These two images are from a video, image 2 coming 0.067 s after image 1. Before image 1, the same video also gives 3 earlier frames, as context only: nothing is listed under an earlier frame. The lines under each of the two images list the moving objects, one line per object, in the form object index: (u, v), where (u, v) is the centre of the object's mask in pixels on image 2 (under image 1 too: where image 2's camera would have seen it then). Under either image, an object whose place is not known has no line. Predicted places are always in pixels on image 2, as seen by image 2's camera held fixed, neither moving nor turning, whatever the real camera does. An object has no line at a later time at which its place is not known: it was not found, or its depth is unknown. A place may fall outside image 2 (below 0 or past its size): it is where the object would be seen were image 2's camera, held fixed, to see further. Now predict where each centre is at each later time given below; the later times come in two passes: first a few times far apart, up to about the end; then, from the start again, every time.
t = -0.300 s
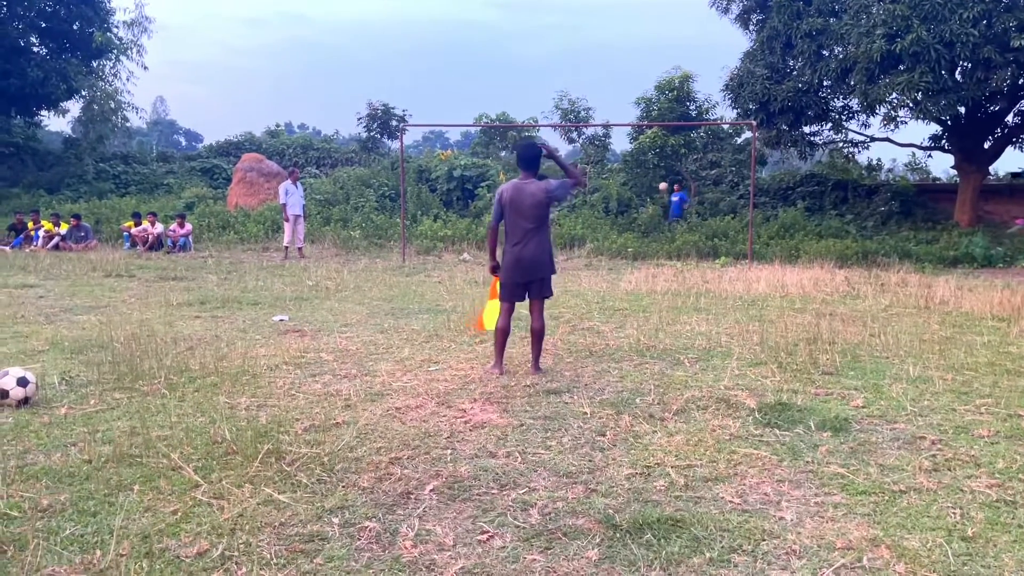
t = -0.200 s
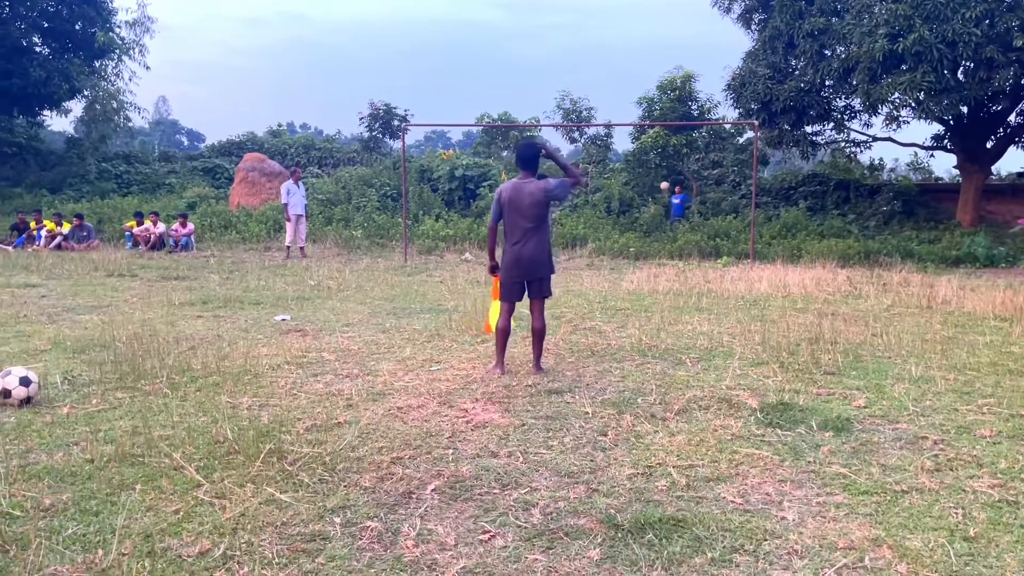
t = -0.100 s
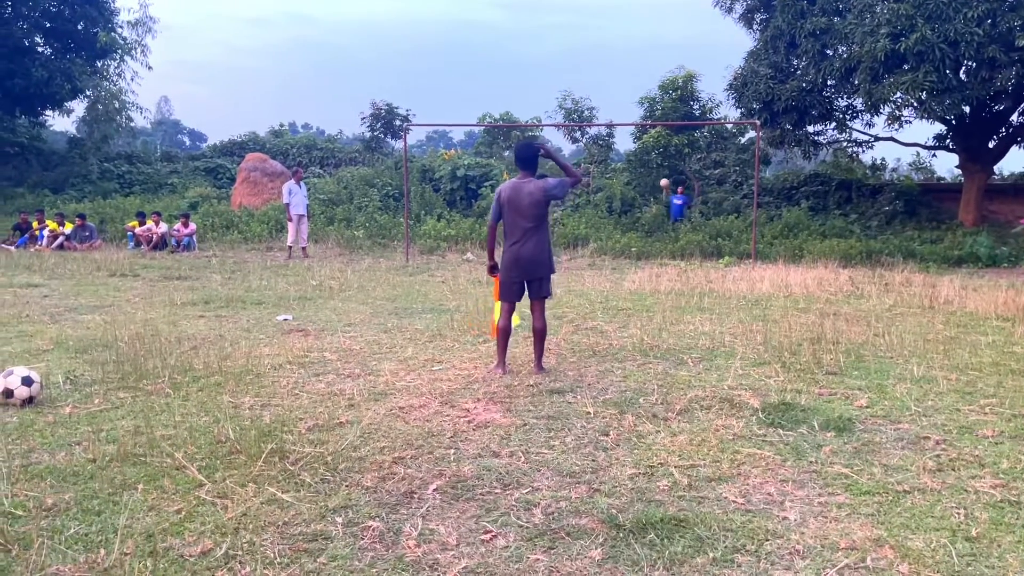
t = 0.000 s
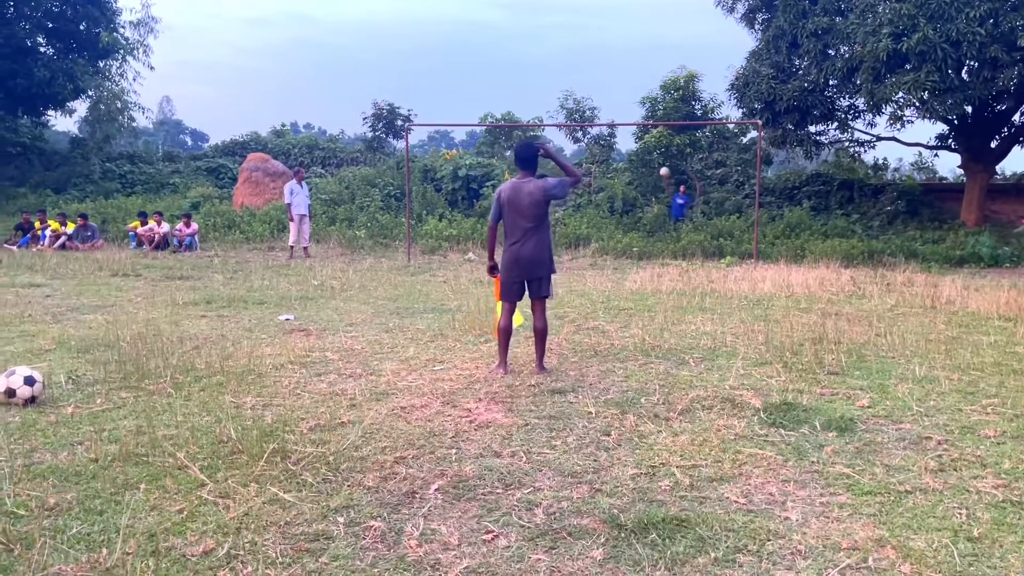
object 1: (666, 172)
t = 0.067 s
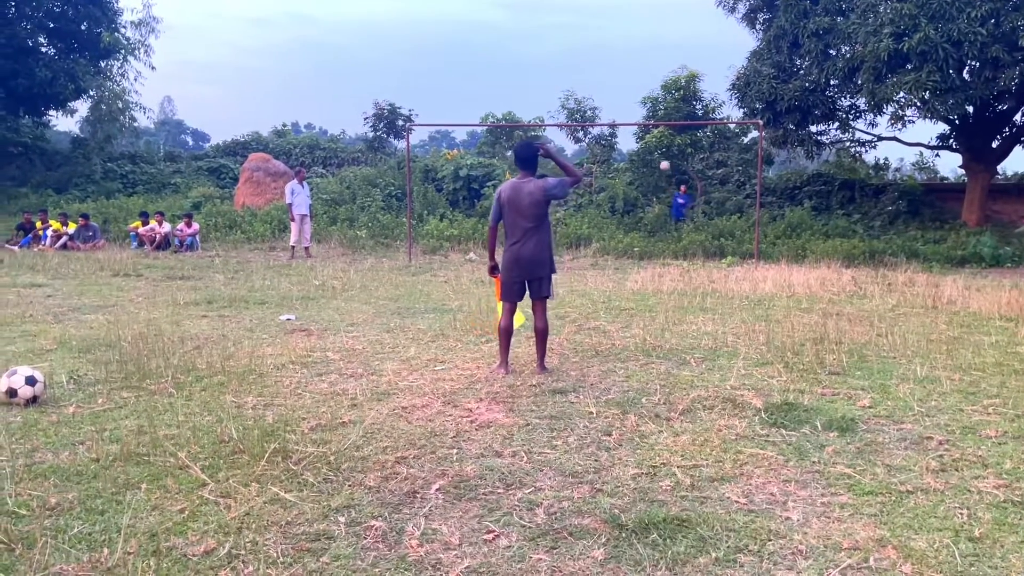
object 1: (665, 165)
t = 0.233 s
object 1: (664, 158)
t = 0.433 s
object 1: (662, 165)
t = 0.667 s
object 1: (660, 206)
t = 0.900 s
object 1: (658, 265)
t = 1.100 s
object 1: (658, 225)
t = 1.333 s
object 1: (657, 210)
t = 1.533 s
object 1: (654, 227)
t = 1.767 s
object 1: (650, 289)
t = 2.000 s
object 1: (642, 256)
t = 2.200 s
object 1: (635, 255)
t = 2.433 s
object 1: (624, 305)
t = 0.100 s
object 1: (665, 163)
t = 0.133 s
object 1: (665, 161)
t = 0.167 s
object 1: (664, 159)
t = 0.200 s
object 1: (664, 158)
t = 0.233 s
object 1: (664, 158)
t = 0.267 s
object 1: (664, 158)
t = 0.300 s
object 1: (664, 158)
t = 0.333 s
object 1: (663, 159)
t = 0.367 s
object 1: (663, 160)
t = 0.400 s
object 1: (662, 162)
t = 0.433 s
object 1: (662, 165)
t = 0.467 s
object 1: (662, 168)
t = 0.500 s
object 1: (662, 172)
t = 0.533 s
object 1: (661, 177)
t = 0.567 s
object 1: (661, 183)
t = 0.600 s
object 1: (661, 189)
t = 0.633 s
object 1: (660, 197)
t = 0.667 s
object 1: (660, 206)
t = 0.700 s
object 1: (660, 214)
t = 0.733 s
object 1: (659, 224)
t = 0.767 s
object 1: (659, 236)
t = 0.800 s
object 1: (659, 247)
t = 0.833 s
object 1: (659, 261)
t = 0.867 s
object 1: (658, 270)
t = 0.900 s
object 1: (658, 265)
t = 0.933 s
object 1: (658, 256)
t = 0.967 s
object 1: (658, 248)
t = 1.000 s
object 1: (658, 242)
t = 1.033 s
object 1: (658, 236)
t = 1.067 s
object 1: (658, 230)
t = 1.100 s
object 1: (658, 225)
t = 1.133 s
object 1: (658, 220)
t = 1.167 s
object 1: (658, 217)
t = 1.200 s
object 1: (658, 214)
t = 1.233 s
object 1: (658, 211)
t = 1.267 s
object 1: (657, 211)
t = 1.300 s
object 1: (657, 210)
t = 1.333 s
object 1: (657, 210)
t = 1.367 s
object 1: (656, 210)
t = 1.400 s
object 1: (656, 212)
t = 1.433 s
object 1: (656, 214)
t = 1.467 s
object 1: (655, 217)
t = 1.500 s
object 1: (654, 221)
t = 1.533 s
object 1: (654, 227)
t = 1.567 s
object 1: (653, 232)
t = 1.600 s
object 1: (652, 239)
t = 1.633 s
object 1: (652, 247)
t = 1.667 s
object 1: (650, 257)
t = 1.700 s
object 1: (649, 267)
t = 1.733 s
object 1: (649, 278)
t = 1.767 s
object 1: (650, 289)
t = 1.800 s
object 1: (649, 288)
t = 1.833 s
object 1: (648, 279)
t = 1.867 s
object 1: (645, 274)
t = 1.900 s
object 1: (645, 268)
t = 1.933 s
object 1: (644, 263)
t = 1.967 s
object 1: (643, 259)
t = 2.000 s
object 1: (642, 256)
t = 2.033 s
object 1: (641, 253)
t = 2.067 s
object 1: (640, 252)
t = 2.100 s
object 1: (639, 251)
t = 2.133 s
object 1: (638, 251)
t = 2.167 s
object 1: (636, 253)
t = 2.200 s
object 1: (635, 255)
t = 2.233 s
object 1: (634, 259)
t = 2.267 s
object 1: (633, 264)
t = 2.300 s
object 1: (630, 270)
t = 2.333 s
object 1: (629, 277)
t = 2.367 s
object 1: (628, 285)
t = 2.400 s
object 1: (626, 294)
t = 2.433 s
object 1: (624, 305)
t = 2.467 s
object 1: (623, 314)
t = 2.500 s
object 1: (621, 309)
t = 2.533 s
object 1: (620, 304)
